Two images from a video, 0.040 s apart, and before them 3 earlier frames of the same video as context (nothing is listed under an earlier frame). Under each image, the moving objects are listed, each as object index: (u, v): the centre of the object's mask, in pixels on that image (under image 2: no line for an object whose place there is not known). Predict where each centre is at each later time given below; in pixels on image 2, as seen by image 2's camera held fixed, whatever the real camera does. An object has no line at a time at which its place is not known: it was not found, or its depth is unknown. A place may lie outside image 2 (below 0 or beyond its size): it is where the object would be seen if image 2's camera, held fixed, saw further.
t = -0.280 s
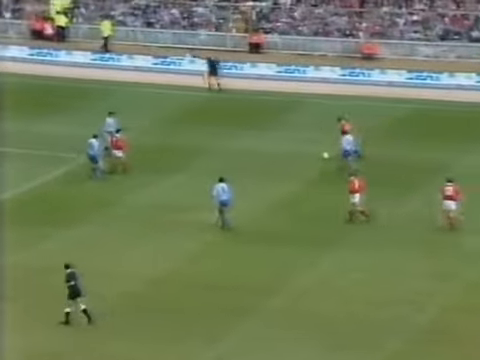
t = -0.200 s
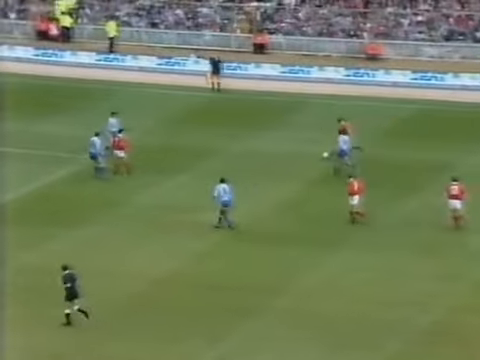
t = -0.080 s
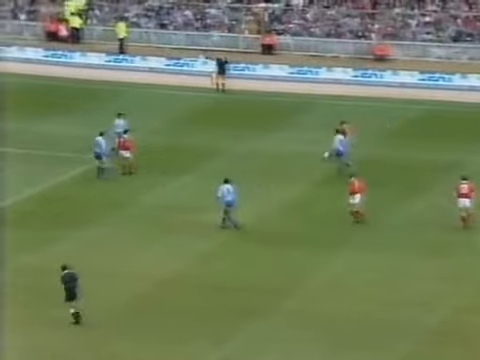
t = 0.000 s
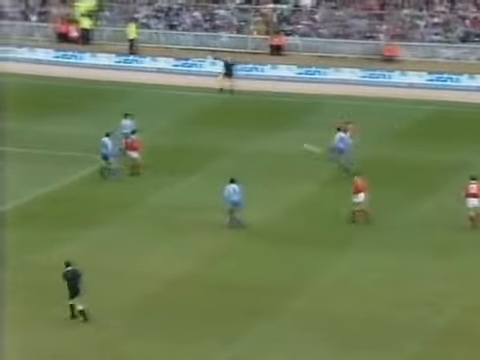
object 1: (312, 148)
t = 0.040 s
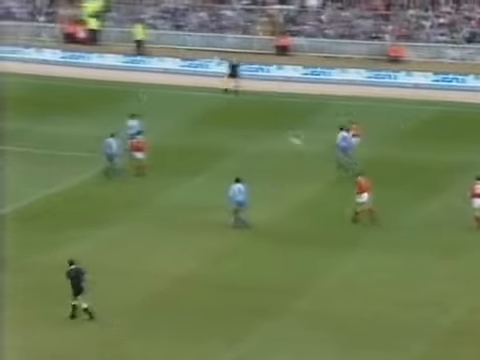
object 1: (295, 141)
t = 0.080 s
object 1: (273, 134)
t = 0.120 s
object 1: (255, 129)
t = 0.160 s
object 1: (234, 123)
